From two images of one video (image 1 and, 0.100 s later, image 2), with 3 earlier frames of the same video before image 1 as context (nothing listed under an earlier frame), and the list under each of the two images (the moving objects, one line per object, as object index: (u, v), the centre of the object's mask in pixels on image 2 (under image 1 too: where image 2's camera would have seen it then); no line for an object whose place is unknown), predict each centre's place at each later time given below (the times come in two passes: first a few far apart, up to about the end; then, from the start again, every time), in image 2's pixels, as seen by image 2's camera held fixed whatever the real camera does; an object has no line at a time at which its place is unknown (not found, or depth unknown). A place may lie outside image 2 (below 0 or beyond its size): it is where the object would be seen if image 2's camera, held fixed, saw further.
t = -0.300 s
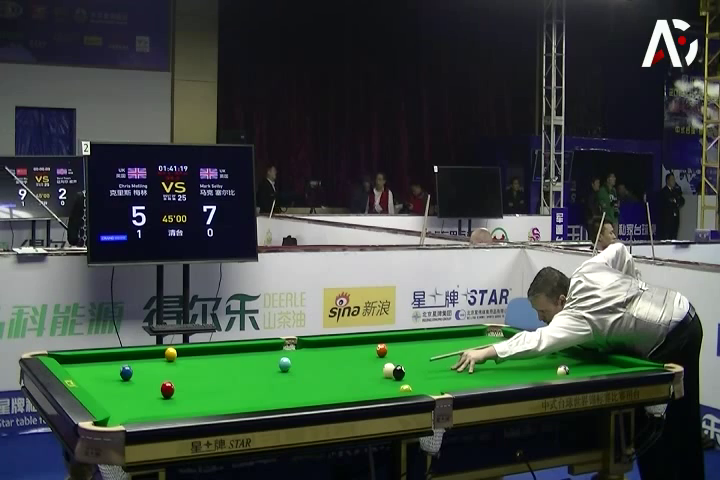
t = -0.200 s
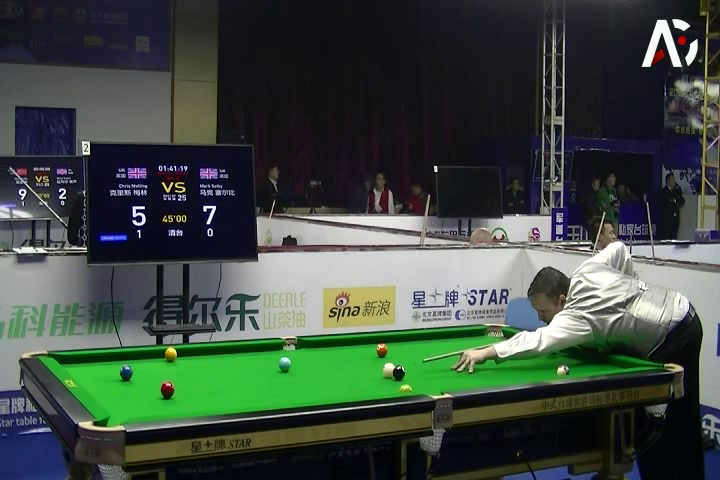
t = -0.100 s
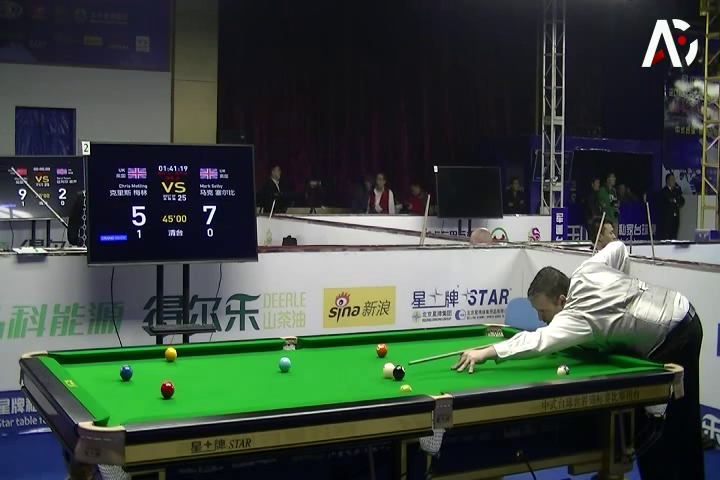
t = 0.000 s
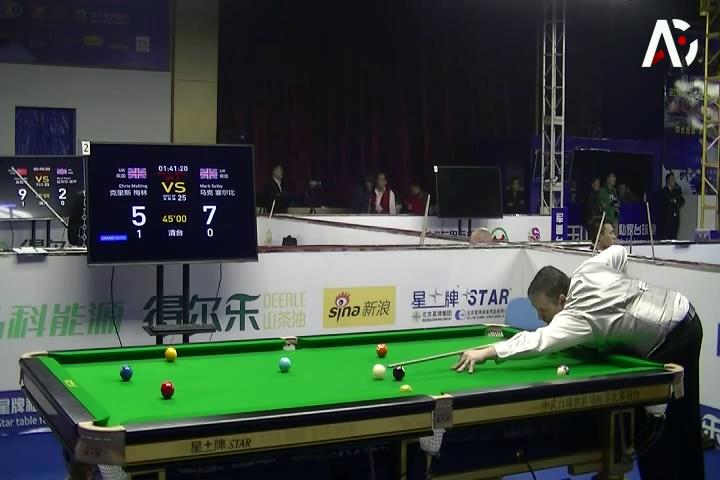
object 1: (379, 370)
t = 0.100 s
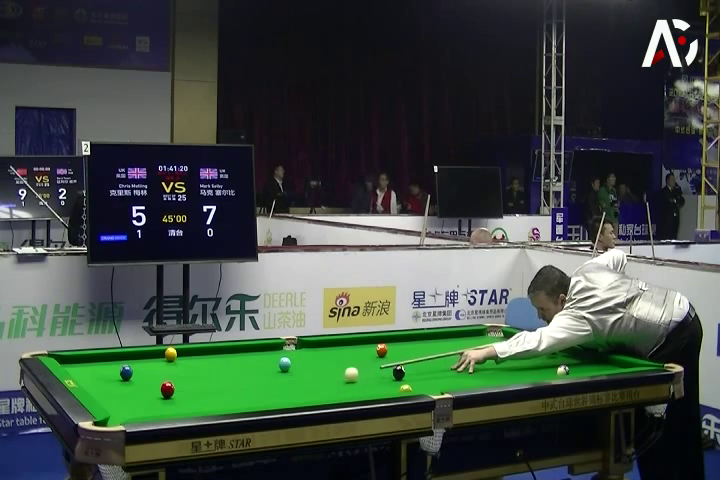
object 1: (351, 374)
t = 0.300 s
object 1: (294, 381)
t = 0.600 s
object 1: (201, 391)
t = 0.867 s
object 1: (111, 401)
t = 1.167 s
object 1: (172, 398)
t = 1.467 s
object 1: (234, 395)
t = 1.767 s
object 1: (292, 391)
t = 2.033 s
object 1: (340, 388)
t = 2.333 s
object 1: (390, 384)
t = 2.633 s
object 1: (436, 382)
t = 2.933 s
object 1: (479, 378)
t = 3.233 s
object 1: (519, 375)
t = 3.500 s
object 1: (552, 372)
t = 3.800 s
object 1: (578, 371)
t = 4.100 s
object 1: (586, 369)
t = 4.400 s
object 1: (593, 367)
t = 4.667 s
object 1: (599, 365)
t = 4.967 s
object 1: (605, 363)
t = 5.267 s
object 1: (610, 362)
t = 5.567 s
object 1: (614, 361)
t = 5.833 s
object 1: (609, 360)
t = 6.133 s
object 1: (604, 360)
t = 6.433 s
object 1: (601, 360)
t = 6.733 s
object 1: (600, 361)
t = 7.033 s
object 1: (599, 361)
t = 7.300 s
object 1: (599, 360)
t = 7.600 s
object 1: (599, 360)
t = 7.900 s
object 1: (599, 361)
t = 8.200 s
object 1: (599, 360)
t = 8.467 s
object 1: (599, 360)
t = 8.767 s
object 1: (599, 360)
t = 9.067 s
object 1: (599, 360)
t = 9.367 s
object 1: (599, 360)
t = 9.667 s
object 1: (599, 360)
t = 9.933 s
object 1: (599, 360)
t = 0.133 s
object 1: (342, 375)
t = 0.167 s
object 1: (332, 376)
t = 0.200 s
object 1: (323, 377)
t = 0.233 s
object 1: (313, 378)
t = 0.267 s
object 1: (304, 380)
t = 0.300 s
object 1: (294, 381)
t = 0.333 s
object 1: (284, 382)
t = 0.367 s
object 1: (274, 383)
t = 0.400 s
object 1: (264, 384)
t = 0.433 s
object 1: (254, 385)
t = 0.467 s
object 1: (243, 386)
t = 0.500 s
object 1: (233, 388)
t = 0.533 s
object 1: (222, 389)
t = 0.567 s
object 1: (212, 390)
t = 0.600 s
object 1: (201, 391)
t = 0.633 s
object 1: (190, 393)
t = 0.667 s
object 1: (179, 394)
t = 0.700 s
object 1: (169, 395)
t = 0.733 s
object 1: (157, 396)
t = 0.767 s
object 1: (146, 397)
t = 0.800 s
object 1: (135, 399)
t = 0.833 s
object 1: (123, 400)
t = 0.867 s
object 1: (111, 401)
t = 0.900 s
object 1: (103, 400)
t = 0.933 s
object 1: (113, 401)
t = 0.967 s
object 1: (123, 401)
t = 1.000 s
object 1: (132, 400)
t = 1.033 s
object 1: (141, 400)
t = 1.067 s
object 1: (150, 399)
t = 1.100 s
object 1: (157, 399)
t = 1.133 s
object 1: (165, 398)
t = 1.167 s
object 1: (172, 398)
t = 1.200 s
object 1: (179, 398)
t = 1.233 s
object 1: (186, 397)
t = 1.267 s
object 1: (193, 397)
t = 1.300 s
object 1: (200, 397)
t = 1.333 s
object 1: (207, 396)
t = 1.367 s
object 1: (214, 396)
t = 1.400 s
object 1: (221, 396)
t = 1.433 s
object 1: (227, 395)
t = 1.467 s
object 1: (234, 395)
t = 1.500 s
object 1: (240, 394)
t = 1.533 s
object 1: (247, 394)
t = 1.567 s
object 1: (254, 394)
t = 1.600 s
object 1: (260, 394)
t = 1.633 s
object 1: (267, 393)
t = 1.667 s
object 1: (273, 393)
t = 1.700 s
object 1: (279, 392)
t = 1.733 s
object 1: (285, 392)
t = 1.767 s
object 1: (292, 391)
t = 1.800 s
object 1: (298, 391)
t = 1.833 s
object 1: (304, 391)
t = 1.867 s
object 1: (310, 390)
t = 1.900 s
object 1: (316, 390)
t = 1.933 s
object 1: (322, 390)
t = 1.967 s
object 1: (328, 389)
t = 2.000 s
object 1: (334, 389)
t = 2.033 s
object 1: (340, 388)
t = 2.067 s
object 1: (345, 388)
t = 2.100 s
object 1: (351, 388)
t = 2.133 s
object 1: (357, 387)
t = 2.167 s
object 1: (362, 387)
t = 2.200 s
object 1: (368, 386)
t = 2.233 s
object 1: (373, 386)
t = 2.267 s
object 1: (379, 385)
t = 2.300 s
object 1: (384, 385)
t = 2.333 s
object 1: (390, 384)
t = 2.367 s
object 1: (395, 384)
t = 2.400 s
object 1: (400, 382)
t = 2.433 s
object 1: (406, 381)
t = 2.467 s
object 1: (412, 381)
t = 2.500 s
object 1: (416, 382)
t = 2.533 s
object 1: (421, 383)
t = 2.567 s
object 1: (426, 383)
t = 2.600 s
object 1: (431, 383)
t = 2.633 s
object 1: (436, 382)
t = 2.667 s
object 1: (441, 381)
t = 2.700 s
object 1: (446, 380)
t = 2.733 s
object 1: (451, 379)
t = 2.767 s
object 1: (456, 379)
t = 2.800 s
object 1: (461, 379)
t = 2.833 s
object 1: (465, 379)
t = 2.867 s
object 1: (470, 378)
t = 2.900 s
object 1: (475, 378)
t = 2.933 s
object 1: (479, 378)
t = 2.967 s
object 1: (484, 377)
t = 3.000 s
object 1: (489, 377)
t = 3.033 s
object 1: (493, 377)
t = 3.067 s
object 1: (498, 376)
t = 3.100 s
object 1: (502, 376)
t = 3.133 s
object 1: (506, 376)
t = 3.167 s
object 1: (510, 376)
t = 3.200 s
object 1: (515, 375)
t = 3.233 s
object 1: (519, 375)
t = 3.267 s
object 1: (523, 375)
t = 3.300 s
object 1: (528, 374)
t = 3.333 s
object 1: (532, 374)
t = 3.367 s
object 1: (536, 374)
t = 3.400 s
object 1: (540, 373)
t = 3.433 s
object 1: (544, 373)
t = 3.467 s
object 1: (548, 373)
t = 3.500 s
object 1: (552, 372)
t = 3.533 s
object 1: (557, 372)
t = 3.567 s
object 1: (560, 371)
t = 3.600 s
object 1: (563, 371)
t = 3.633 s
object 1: (566, 371)
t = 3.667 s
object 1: (569, 371)
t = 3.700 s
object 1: (573, 371)
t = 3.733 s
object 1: (576, 371)
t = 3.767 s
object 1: (577, 371)
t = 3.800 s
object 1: (578, 371)
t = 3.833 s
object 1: (579, 370)
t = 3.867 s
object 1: (580, 370)
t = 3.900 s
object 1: (581, 370)
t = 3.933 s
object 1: (581, 369)
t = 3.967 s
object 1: (582, 369)
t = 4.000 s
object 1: (583, 369)
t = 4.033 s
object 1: (585, 369)
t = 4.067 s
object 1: (585, 369)
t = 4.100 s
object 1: (586, 369)
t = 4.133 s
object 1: (587, 368)
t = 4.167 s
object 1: (588, 368)
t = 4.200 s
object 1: (589, 368)
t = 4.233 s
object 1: (590, 368)
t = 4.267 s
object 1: (590, 367)
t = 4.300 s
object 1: (591, 367)
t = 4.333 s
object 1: (592, 367)
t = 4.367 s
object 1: (592, 367)
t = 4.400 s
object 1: (593, 367)
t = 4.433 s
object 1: (594, 366)
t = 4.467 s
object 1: (595, 366)
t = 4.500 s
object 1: (596, 366)
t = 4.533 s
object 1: (596, 366)
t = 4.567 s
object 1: (597, 365)
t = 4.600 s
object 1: (598, 365)
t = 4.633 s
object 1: (598, 365)
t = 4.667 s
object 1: (599, 365)
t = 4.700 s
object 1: (600, 364)
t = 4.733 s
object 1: (601, 364)
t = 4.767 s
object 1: (601, 364)
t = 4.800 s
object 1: (602, 364)
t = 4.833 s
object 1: (603, 363)
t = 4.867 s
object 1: (603, 363)
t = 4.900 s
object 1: (604, 363)
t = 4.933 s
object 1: (604, 363)
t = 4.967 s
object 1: (605, 363)
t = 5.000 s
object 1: (606, 363)
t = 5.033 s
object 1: (606, 362)
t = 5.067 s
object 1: (607, 362)
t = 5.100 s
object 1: (608, 362)
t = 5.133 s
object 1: (608, 362)
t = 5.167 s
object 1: (609, 362)
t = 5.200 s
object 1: (609, 362)
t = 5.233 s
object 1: (610, 362)
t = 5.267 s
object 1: (610, 362)
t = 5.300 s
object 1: (611, 362)
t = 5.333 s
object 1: (611, 362)
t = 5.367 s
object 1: (612, 362)
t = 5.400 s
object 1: (612, 361)
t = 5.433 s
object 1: (613, 361)
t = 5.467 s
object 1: (613, 361)
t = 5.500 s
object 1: (614, 361)
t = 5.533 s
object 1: (614, 361)
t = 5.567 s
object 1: (614, 361)
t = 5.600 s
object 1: (613, 361)
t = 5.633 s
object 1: (612, 361)
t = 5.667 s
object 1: (612, 361)
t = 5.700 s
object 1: (611, 361)
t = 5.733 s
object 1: (611, 361)
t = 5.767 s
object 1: (610, 361)
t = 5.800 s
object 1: (609, 361)
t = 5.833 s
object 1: (609, 360)
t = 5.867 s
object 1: (608, 360)
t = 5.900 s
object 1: (607, 361)
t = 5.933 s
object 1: (607, 361)
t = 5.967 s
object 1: (606, 361)
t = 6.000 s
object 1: (606, 361)
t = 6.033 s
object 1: (605, 360)
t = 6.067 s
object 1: (605, 360)
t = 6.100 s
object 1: (604, 360)
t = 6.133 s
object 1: (604, 360)
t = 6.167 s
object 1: (603, 361)
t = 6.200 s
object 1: (603, 360)
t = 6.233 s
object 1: (603, 361)
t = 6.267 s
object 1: (602, 361)
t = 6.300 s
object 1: (602, 360)
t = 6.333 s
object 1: (602, 360)
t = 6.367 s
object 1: (602, 361)
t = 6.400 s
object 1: (601, 361)
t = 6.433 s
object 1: (601, 360)
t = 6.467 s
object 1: (601, 361)
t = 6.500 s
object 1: (601, 361)
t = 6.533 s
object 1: (600, 360)
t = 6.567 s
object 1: (600, 360)
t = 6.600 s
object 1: (600, 360)
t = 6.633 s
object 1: (600, 361)
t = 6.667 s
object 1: (600, 361)
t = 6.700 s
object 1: (600, 361)
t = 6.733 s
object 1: (600, 361)
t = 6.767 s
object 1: (599, 360)
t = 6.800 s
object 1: (599, 360)
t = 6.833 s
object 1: (599, 360)
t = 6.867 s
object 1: (599, 360)
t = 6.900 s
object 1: (599, 360)
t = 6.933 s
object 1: (599, 361)
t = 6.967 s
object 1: (599, 361)
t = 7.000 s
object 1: (599, 360)
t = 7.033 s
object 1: (599, 361)
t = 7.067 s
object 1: (599, 360)
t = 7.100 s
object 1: (599, 361)
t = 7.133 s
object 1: (599, 360)
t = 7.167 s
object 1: (599, 361)
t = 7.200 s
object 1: (599, 360)
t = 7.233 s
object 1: (599, 360)
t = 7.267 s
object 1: (599, 360)
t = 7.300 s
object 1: (599, 360)
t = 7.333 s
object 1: (599, 360)
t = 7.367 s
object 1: (599, 360)
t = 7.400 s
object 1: (599, 360)
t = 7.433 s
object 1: (599, 360)
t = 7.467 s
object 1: (599, 360)
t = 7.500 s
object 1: (599, 360)
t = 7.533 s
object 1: (599, 360)
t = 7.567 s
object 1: (599, 360)
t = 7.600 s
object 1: (599, 360)
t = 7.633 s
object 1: (599, 360)
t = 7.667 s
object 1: (599, 361)
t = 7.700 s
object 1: (599, 360)
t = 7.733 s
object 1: (599, 360)
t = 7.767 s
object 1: (599, 360)
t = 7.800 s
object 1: (599, 360)
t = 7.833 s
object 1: (599, 360)
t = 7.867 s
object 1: (599, 361)
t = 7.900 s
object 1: (599, 361)
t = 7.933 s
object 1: (599, 360)
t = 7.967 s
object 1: (599, 360)
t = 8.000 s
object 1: (599, 360)
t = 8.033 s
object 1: (599, 360)
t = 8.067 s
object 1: (599, 360)
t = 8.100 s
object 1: (599, 360)
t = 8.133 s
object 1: (599, 360)
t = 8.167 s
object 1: (599, 360)
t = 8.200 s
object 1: (599, 360)
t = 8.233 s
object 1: (599, 360)
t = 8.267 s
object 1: (600, 360)
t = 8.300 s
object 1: (600, 360)
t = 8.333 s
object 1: (599, 360)
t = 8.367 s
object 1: (599, 360)
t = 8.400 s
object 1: (599, 360)
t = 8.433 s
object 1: (599, 360)
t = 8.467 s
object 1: (599, 360)
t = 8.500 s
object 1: (599, 360)
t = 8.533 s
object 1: (600, 360)
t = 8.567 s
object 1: (599, 360)
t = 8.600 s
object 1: (599, 360)
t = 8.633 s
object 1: (599, 360)
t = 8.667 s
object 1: (599, 360)
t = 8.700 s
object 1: (599, 360)
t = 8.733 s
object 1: (599, 360)
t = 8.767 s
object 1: (599, 360)
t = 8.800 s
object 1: (599, 360)
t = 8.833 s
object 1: (599, 360)
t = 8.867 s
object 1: (599, 360)
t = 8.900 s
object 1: (599, 360)
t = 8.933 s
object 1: (599, 360)
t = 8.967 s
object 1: (599, 360)
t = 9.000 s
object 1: (599, 360)
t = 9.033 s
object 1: (599, 360)
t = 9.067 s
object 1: (599, 360)
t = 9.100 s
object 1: (599, 360)
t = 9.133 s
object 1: (599, 360)
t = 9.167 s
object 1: (599, 360)
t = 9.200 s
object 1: (599, 360)
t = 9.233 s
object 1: (599, 360)
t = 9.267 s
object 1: (599, 360)
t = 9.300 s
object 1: (599, 360)
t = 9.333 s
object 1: (599, 360)
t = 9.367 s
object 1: (599, 360)
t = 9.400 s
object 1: (599, 360)
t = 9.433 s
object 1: (599, 360)
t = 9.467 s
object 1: (599, 360)
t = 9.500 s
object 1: (599, 360)
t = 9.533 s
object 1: (599, 360)
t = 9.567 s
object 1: (599, 360)
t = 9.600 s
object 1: (599, 360)
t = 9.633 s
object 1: (599, 360)
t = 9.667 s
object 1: (599, 360)
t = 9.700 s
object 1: (599, 360)
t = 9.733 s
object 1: (599, 360)
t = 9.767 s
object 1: (599, 360)
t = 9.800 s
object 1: (599, 360)
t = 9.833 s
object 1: (599, 360)
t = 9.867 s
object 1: (599, 360)
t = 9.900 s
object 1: (599, 360)
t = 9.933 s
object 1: (599, 360)
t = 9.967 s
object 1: (599, 360)
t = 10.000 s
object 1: (599, 360)
